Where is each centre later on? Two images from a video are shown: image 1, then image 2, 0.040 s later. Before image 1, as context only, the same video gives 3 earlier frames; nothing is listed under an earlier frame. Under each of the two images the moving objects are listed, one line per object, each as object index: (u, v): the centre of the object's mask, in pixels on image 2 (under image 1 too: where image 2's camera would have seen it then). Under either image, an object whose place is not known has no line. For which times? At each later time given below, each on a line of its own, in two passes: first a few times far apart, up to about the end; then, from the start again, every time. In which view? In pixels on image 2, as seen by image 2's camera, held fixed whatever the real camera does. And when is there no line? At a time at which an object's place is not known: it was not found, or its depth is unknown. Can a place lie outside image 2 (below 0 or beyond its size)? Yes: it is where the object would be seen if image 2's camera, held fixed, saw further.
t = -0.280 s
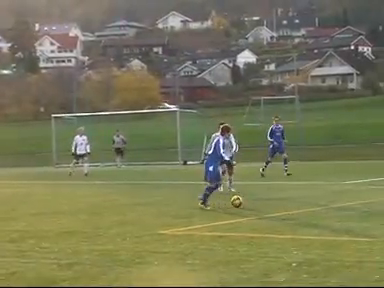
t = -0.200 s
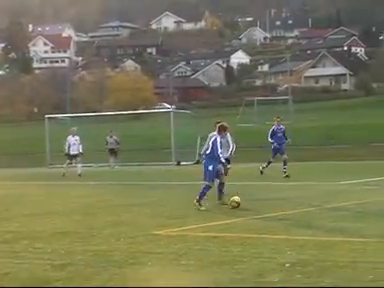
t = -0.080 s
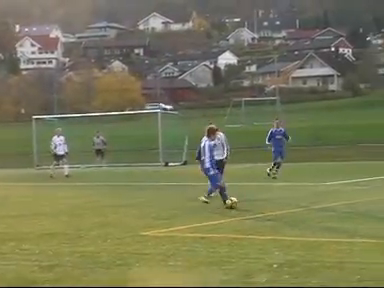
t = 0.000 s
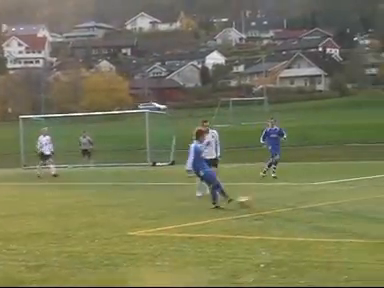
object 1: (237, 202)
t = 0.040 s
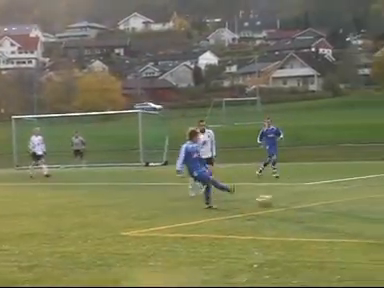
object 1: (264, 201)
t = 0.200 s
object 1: (369, 196)
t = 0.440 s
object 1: (503, 192)
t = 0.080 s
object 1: (292, 199)
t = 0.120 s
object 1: (319, 197)
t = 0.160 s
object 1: (344, 197)
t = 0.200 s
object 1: (369, 196)
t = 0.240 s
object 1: (394, 195)
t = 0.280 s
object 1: (417, 194)
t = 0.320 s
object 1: (439, 193)
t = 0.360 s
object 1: (461, 192)
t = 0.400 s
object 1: (482, 192)
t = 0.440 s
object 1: (503, 192)
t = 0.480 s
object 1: (523, 191)
